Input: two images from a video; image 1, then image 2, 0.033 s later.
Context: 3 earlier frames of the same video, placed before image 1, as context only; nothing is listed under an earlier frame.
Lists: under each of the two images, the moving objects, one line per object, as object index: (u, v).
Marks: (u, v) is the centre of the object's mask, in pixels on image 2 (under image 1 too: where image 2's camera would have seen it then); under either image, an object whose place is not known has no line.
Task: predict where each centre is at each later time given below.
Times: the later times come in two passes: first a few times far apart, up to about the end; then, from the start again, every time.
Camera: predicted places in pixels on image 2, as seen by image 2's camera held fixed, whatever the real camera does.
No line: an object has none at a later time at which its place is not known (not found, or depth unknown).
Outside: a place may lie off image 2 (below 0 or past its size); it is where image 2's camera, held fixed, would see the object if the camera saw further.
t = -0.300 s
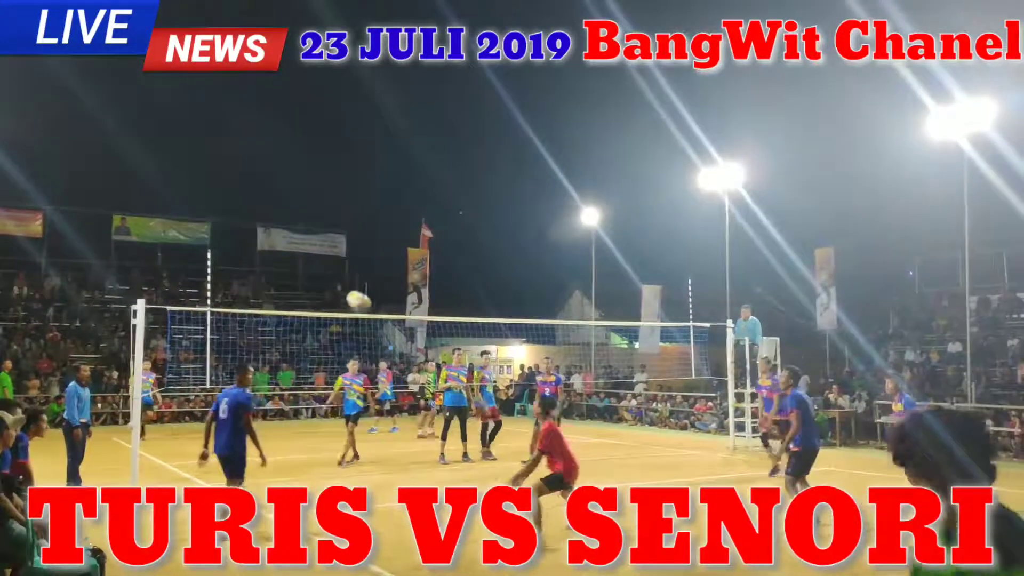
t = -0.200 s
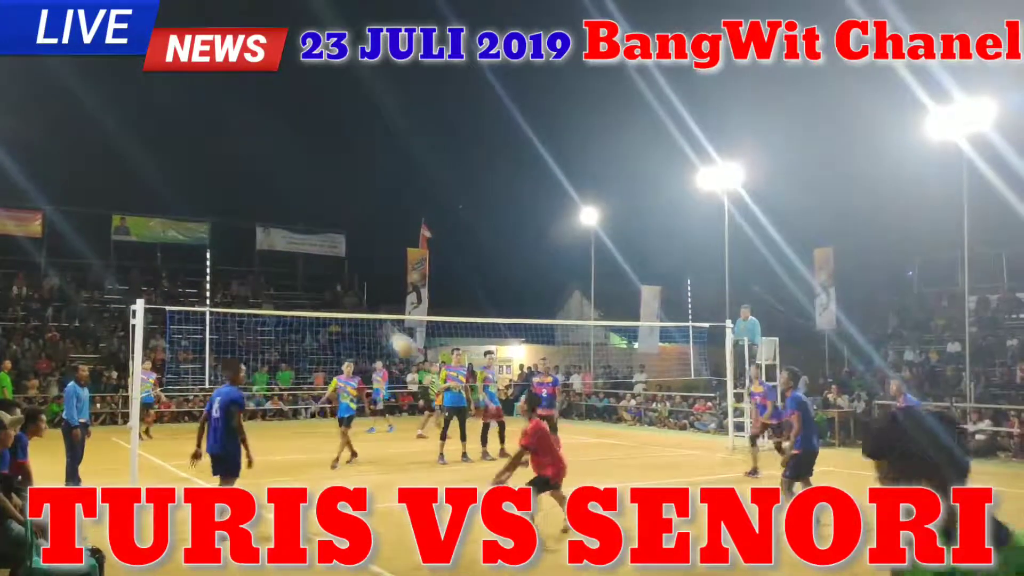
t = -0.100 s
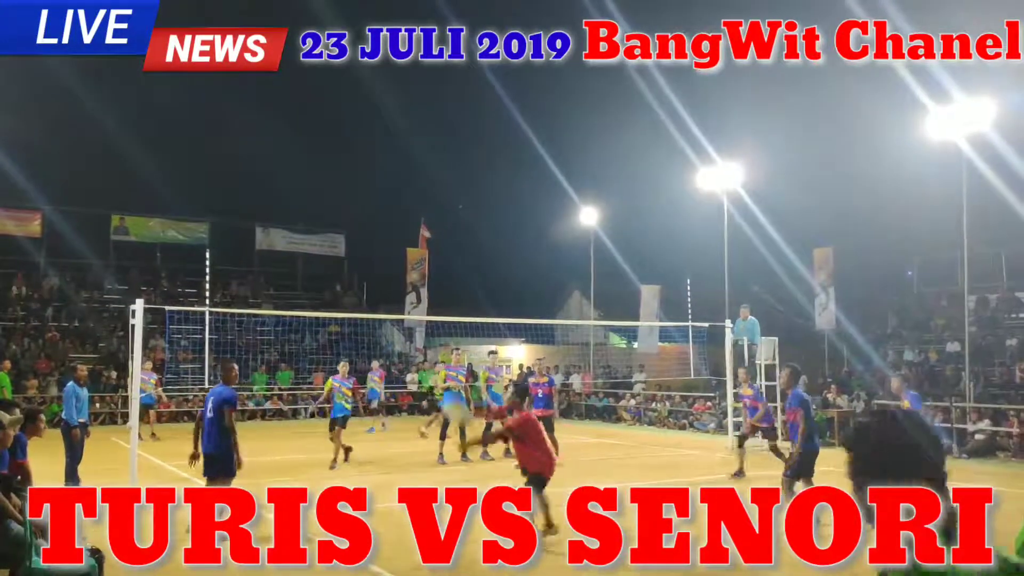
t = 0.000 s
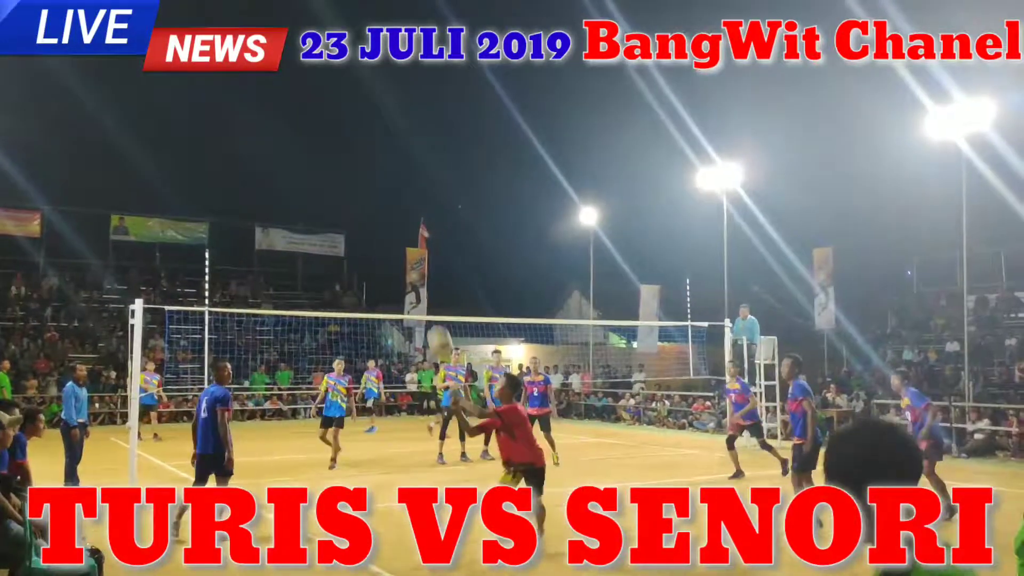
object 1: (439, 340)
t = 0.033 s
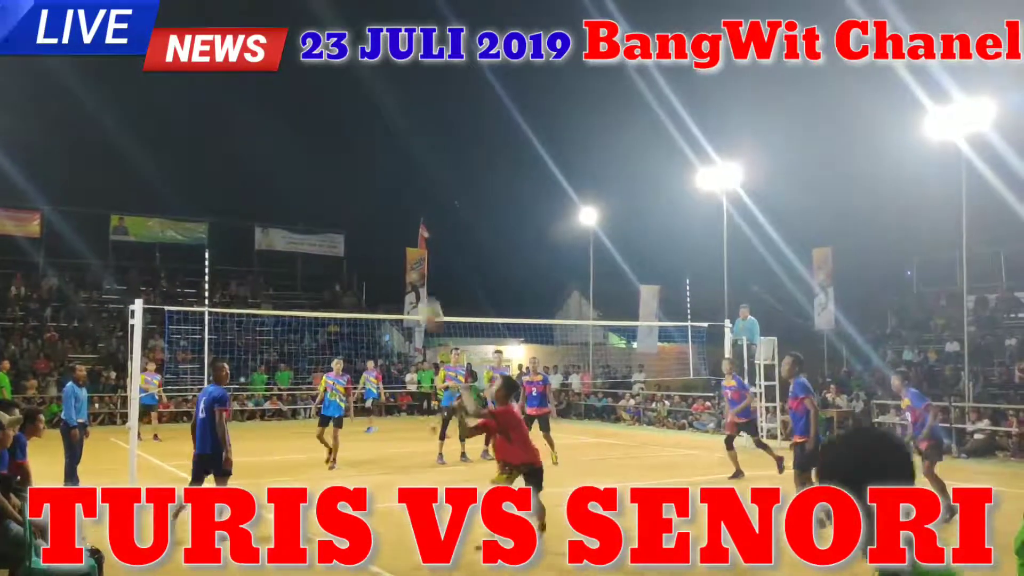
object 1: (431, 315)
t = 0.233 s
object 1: (379, 183)
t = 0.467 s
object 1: (334, 101)
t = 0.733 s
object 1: (294, 78)
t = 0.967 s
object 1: (265, 101)
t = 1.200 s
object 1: (240, 159)
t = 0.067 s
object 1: (420, 285)
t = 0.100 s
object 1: (412, 261)
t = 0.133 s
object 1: (403, 240)
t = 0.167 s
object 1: (395, 220)
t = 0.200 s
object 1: (387, 200)
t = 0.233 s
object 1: (379, 183)
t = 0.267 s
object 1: (372, 169)
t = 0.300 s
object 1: (364, 154)
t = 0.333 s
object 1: (358, 140)
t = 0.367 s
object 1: (352, 129)
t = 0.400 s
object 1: (345, 118)
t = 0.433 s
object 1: (339, 110)
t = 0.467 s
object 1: (334, 101)
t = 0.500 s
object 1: (328, 95)
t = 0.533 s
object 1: (323, 89)
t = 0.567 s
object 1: (318, 85)
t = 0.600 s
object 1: (313, 82)
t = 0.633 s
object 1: (308, 80)
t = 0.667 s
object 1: (303, 78)
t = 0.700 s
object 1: (298, 78)
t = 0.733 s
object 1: (294, 78)
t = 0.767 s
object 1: (290, 79)
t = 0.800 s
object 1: (286, 81)
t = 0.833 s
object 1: (281, 84)
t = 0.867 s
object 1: (277, 87)
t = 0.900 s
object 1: (273, 91)
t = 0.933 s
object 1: (269, 96)
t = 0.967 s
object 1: (265, 101)
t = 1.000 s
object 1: (261, 108)
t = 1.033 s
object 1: (258, 115)
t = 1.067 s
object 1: (254, 122)
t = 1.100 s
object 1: (251, 131)
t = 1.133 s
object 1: (247, 139)
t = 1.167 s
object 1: (244, 149)
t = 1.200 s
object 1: (240, 159)
